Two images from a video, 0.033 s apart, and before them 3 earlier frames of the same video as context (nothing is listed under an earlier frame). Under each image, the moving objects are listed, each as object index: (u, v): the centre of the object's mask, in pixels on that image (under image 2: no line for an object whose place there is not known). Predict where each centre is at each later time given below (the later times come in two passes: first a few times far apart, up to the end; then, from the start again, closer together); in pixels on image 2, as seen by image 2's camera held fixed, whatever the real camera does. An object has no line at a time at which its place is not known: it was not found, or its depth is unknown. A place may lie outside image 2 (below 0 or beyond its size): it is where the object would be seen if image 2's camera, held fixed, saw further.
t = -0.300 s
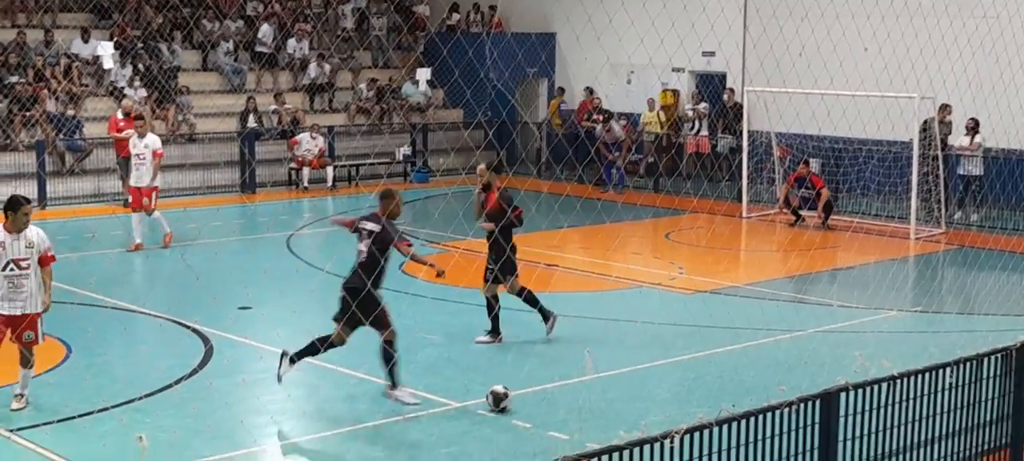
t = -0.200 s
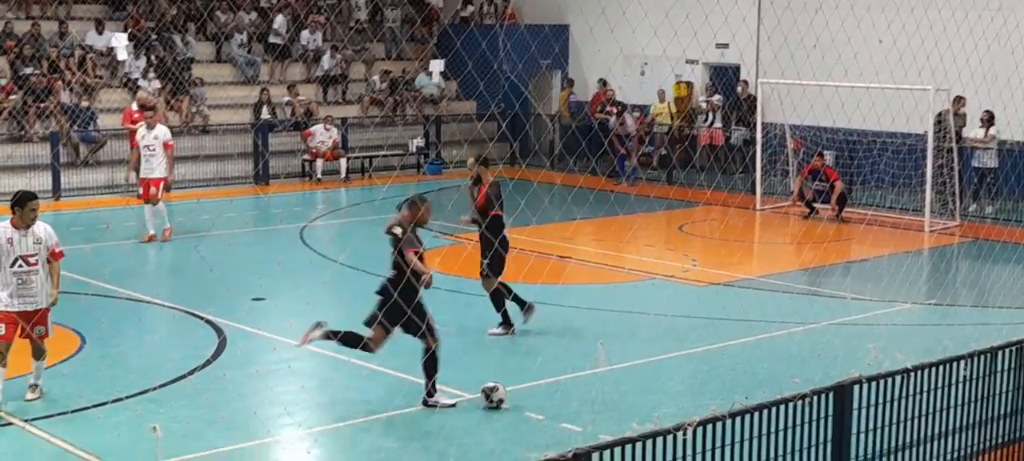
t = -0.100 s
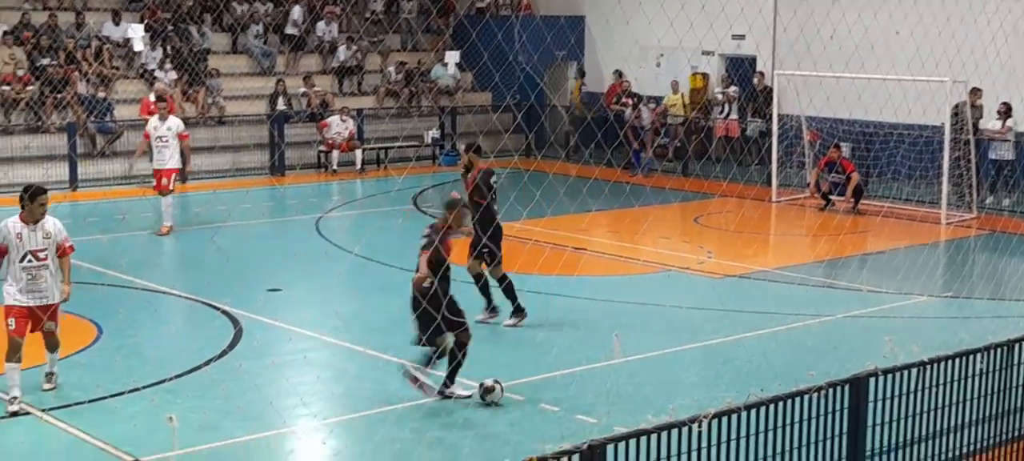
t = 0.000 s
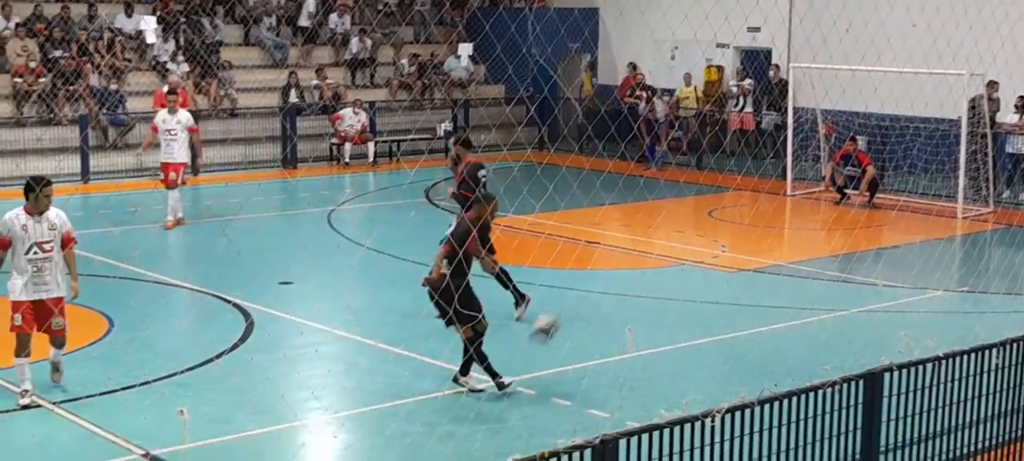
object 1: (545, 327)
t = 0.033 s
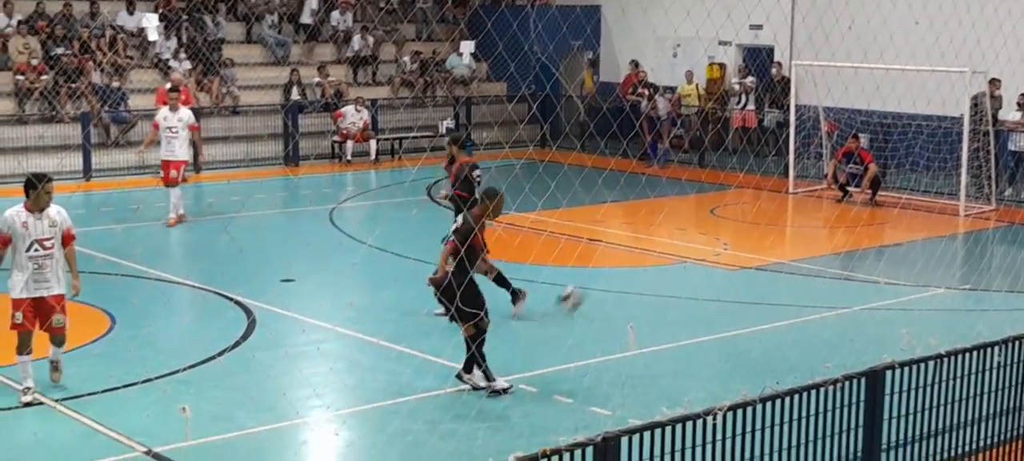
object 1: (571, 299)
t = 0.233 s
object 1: (689, 173)
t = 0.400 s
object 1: (770, 121)
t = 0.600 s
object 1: (847, 97)
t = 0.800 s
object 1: (909, 107)
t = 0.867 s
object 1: (926, 119)
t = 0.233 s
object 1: (689, 173)
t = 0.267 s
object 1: (707, 161)
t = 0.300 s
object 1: (723, 148)
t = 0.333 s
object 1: (739, 138)
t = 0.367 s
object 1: (753, 131)
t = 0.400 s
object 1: (770, 121)
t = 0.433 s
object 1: (783, 115)
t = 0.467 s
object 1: (797, 106)
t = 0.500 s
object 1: (812, 103)
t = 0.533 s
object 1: (824, 100)
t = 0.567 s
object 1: (836, 98)
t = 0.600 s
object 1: (847, 97)
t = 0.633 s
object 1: (860, 97)
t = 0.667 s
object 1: (870, 97)
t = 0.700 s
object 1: (880, 98)
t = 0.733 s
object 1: (890, 102)
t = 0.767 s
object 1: (900, 104)
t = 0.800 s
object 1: (909, 107)
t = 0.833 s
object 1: (917, 112)
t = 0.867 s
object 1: (926, 119)
